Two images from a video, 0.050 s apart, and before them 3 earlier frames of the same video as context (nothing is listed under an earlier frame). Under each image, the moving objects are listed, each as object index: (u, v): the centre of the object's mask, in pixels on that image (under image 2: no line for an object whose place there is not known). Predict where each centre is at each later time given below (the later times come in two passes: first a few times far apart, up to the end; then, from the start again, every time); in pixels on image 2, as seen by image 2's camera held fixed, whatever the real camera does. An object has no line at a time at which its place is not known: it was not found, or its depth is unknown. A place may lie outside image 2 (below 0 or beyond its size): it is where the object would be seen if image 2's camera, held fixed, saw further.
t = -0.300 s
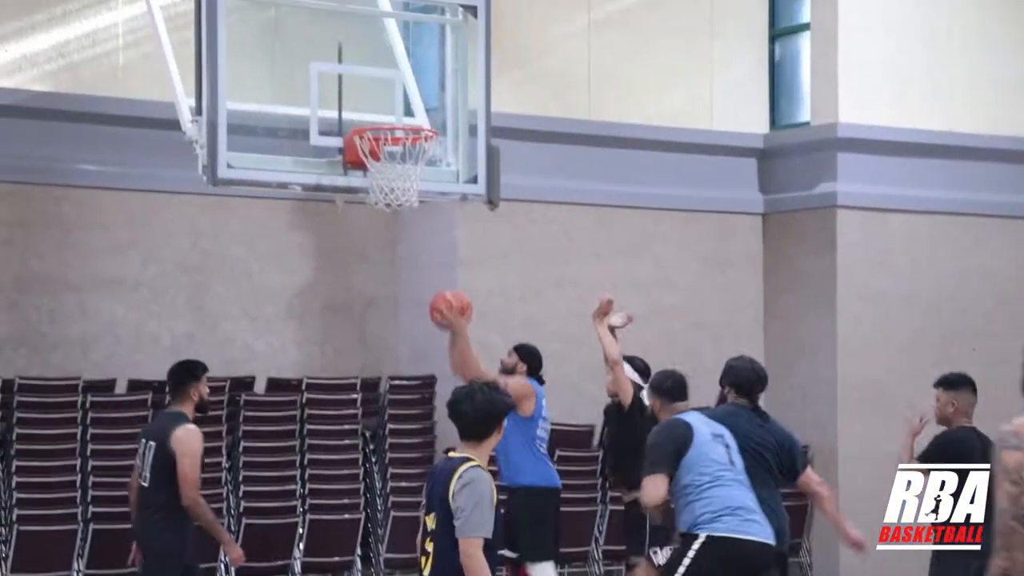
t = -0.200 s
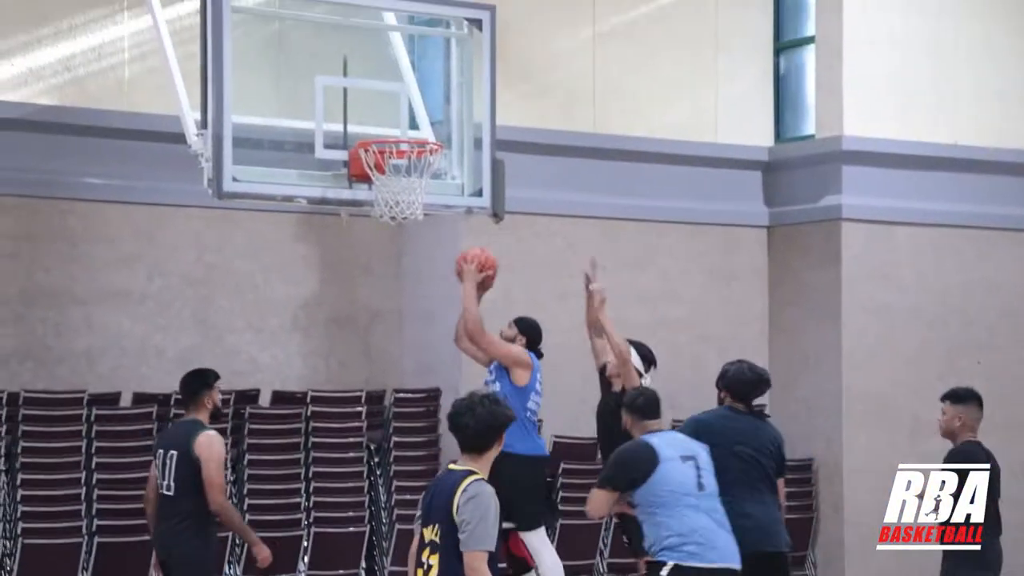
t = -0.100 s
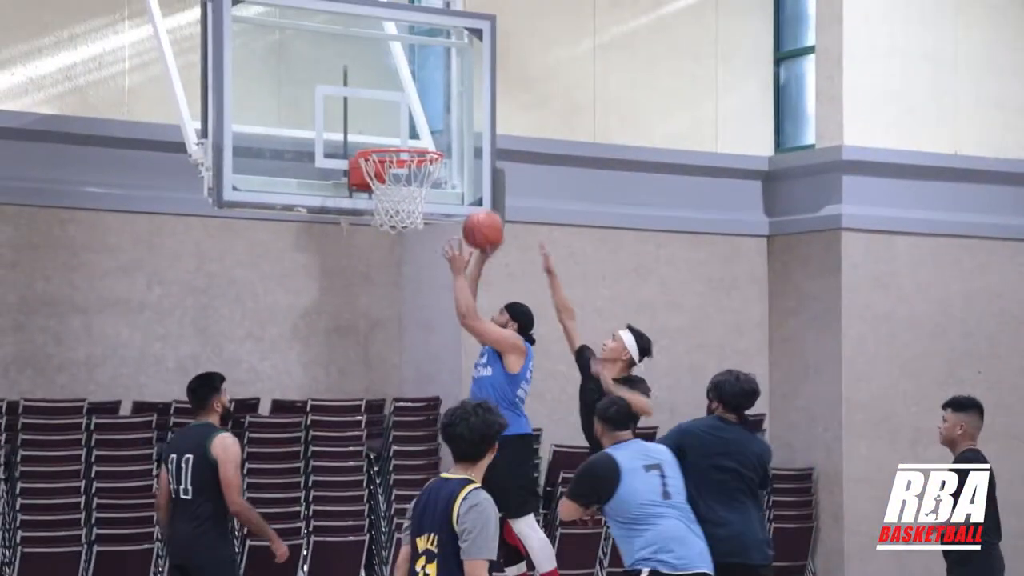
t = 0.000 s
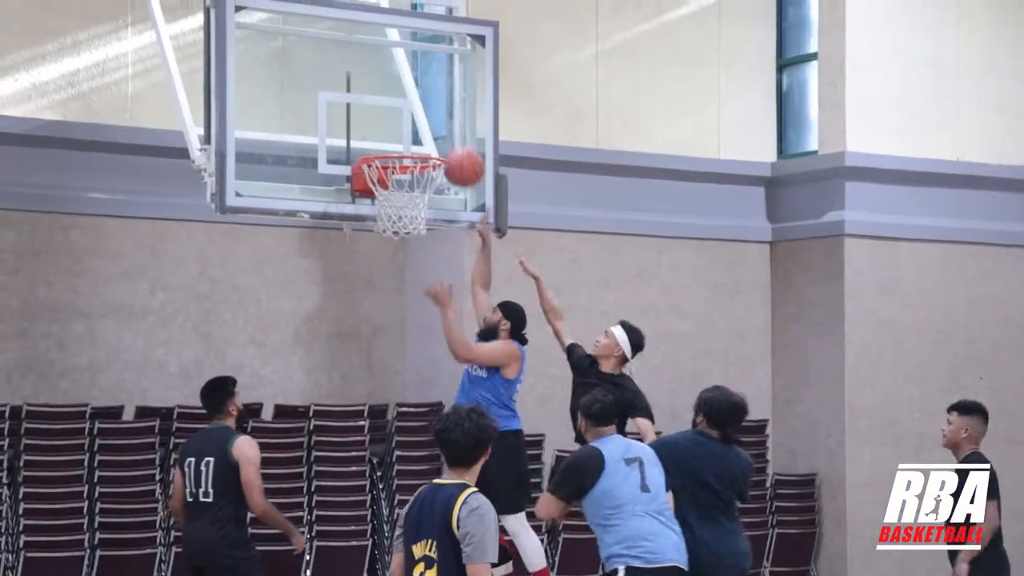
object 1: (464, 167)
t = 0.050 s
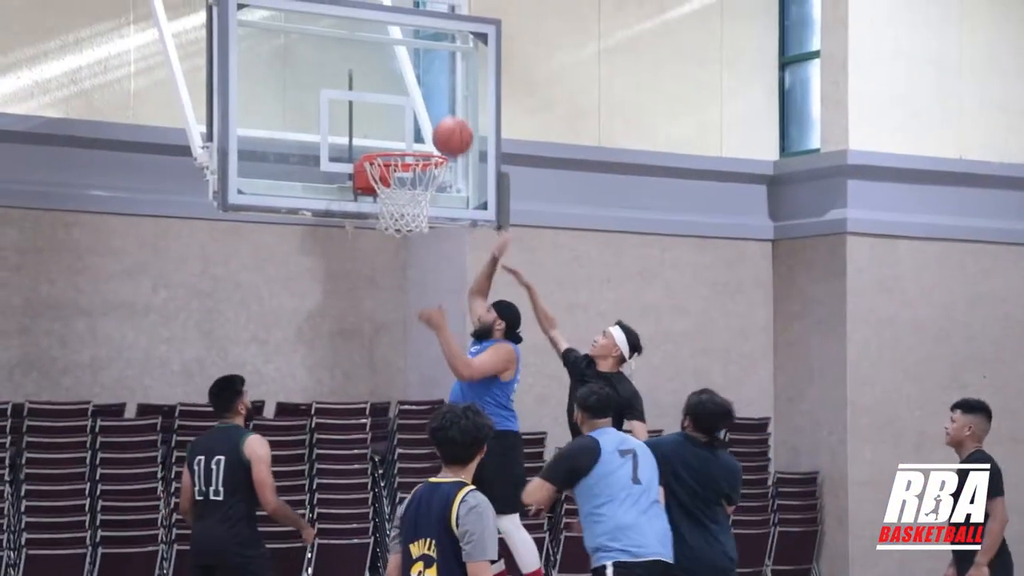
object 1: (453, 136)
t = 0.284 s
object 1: (430, 86)
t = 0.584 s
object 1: (421, 175)
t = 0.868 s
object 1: (390, 301)
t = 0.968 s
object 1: (378, 375)
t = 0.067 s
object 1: (448, 128)
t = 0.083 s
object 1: (444, 120)
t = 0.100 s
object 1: (439, 112)
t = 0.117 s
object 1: (435, 105)
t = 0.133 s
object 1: (433, 100)
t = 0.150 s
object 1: (433, 97)
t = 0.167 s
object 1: (433, 94)
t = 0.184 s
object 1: (432, 92)
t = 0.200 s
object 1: (431, 89)
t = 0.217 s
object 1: (431, 88)
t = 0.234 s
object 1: (431, 87)
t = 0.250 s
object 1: (431, 86)
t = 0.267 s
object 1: (430, 86)
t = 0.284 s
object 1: (430, 86)
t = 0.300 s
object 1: (430, 88)
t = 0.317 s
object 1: (429, 89)
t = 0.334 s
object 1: (429, 90)
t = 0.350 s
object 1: (428, 93)
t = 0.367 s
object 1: (428, 96)
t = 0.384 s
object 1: (428, 99)
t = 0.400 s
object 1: (427, 103)
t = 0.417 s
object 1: (427, 107)
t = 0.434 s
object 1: (426, 112)
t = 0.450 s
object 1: (426, 117)
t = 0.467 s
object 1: (426, 122)
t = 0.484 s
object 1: (425, 129)
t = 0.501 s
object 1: (425, 135)
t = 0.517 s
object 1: (425, 139)
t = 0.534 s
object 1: (424, 143)
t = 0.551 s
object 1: (423, 159)
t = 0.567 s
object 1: (422, 170)
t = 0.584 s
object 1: (421, 175)
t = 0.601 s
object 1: (420, 182)
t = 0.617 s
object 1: (419, 189)
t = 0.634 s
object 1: (417, 196)
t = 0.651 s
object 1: (415, 199)
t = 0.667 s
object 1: (413, 205)
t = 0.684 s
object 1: (412, 211)
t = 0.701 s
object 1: (409, 224)
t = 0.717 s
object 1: (407, 227)
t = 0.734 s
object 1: (405, 232)
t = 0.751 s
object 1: (403, 237)
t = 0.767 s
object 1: (402, 244)
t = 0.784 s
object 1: (400, 252)
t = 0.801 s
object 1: (398, 261)
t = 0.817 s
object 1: (396, 270)
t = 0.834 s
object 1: (394, 280)
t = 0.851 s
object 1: (392, 289)
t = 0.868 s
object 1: (390, 301)
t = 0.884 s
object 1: (388, 313)
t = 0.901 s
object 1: (386, 324)
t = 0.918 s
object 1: (382, 336)
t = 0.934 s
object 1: (382, 348)
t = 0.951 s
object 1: (380, 362)
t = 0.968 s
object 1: (378, 375)
